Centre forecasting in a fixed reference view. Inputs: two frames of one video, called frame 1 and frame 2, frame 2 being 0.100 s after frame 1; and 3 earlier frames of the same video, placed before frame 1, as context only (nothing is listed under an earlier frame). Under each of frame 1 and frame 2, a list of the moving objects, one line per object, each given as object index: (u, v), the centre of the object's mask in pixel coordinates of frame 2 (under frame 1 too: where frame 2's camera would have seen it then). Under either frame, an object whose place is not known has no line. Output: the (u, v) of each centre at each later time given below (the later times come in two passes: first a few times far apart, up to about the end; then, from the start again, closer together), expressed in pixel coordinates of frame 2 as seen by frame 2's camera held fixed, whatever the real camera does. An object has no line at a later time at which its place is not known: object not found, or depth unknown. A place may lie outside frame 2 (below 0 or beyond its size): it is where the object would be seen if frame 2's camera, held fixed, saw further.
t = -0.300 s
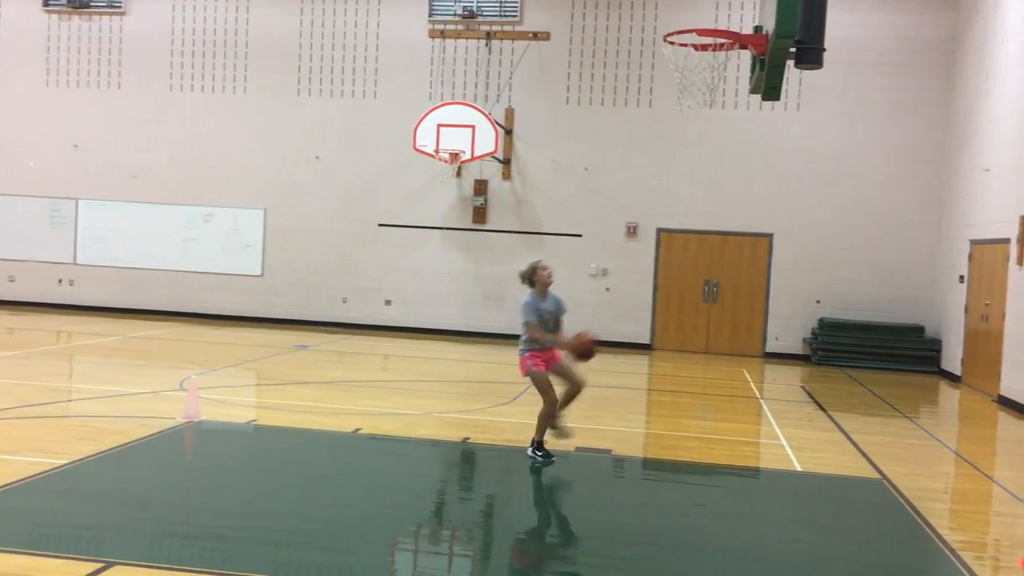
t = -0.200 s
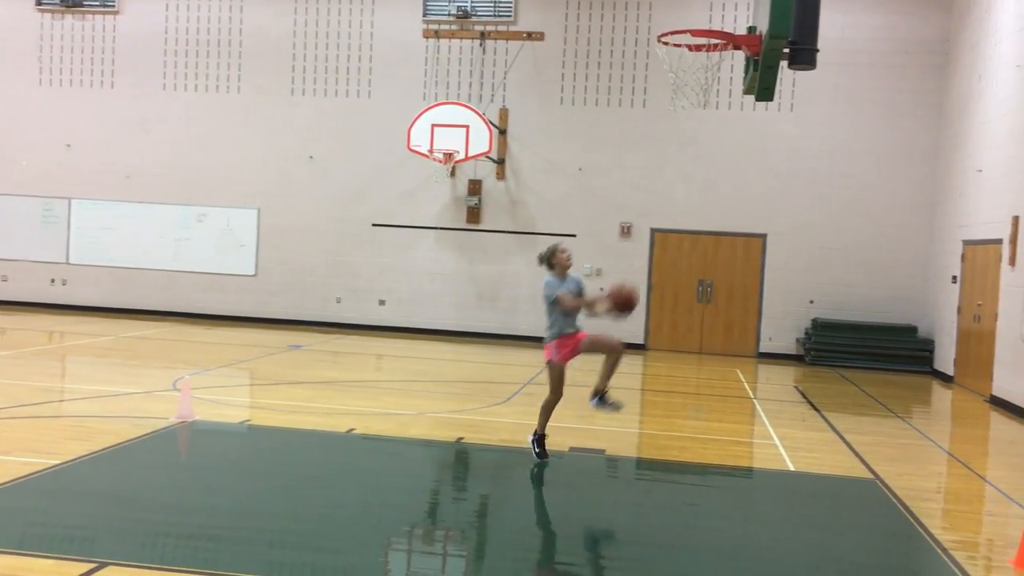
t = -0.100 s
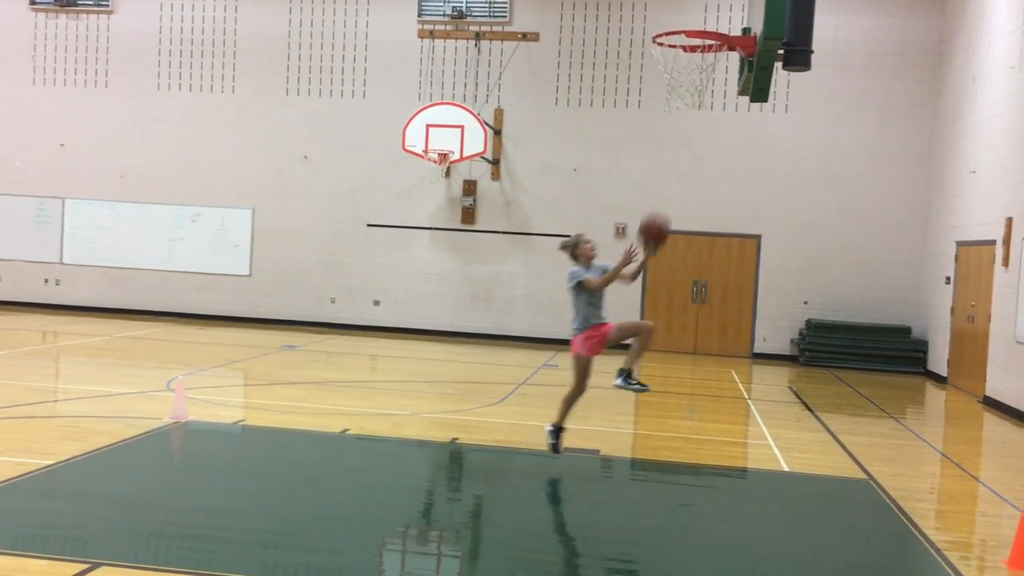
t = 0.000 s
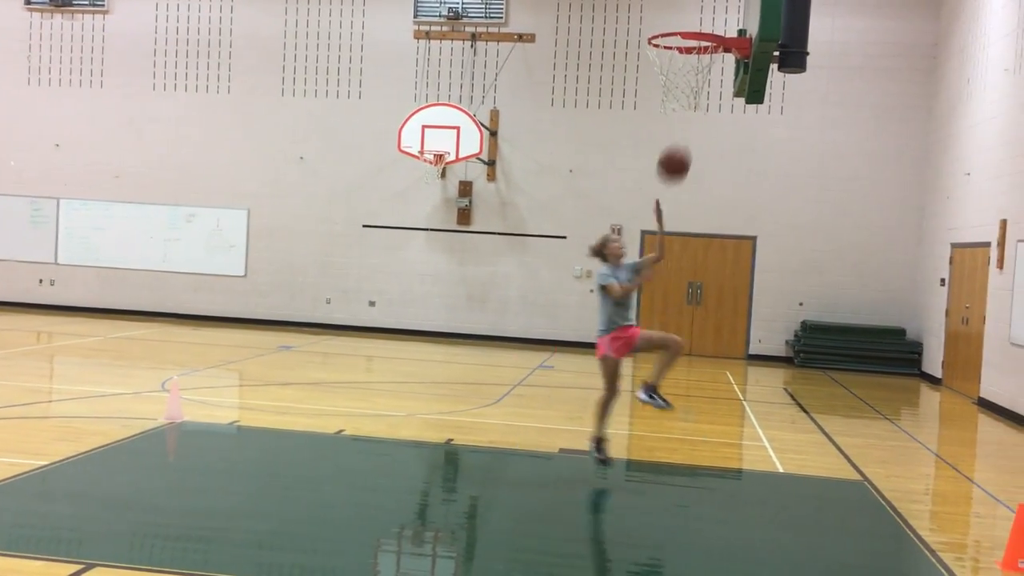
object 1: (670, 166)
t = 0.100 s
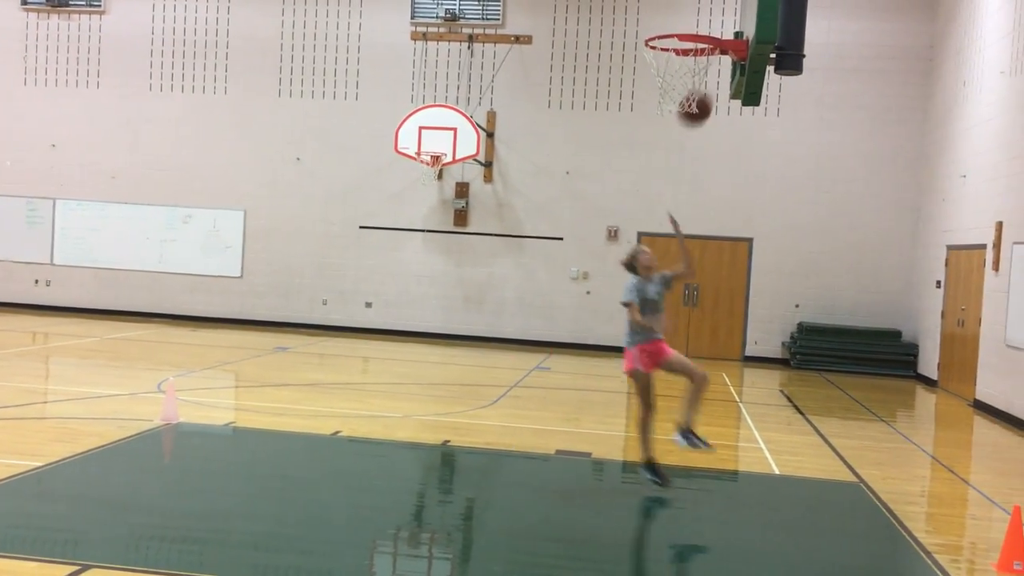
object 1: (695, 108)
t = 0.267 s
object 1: (721, 31)
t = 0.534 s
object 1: (672, 34)
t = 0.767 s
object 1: (689, 111)
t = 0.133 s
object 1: (703, 91)
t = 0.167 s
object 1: (712, 76)
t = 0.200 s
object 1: (722, 66)
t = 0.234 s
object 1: (723, 60)
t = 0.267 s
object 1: (721, 31)
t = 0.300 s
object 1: (715, 28)
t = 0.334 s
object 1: (710, 25)
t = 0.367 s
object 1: (703, 22)
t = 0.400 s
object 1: (697, 21)
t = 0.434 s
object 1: (692, 20)
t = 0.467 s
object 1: (685, 21)
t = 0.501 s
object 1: (679, 25)
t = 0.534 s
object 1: (672, 34)
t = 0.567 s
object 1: (665, 41)
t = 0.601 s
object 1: (669, 48)
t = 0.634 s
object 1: (674, 57)
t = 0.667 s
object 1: (678, 68)
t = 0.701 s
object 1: (682, 82)
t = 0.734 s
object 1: (686, 100)
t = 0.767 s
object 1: (689, 111)
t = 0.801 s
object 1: (693, 130)
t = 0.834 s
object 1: (696, 151)
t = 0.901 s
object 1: (702, 193)
